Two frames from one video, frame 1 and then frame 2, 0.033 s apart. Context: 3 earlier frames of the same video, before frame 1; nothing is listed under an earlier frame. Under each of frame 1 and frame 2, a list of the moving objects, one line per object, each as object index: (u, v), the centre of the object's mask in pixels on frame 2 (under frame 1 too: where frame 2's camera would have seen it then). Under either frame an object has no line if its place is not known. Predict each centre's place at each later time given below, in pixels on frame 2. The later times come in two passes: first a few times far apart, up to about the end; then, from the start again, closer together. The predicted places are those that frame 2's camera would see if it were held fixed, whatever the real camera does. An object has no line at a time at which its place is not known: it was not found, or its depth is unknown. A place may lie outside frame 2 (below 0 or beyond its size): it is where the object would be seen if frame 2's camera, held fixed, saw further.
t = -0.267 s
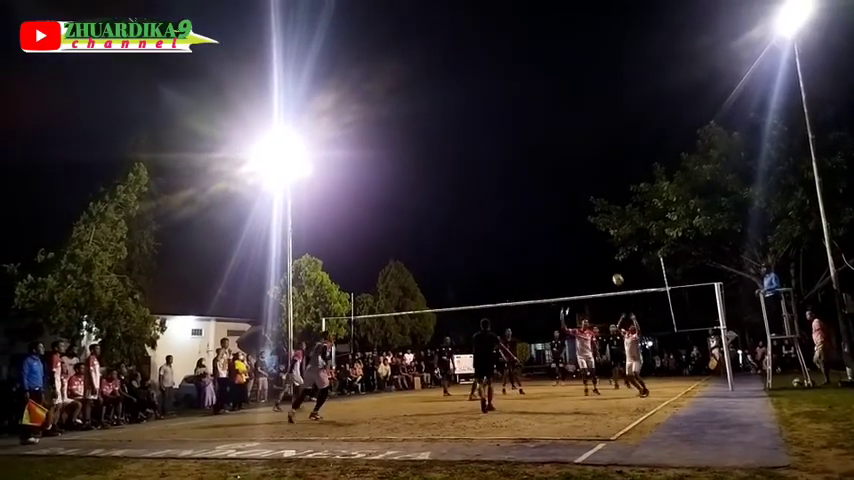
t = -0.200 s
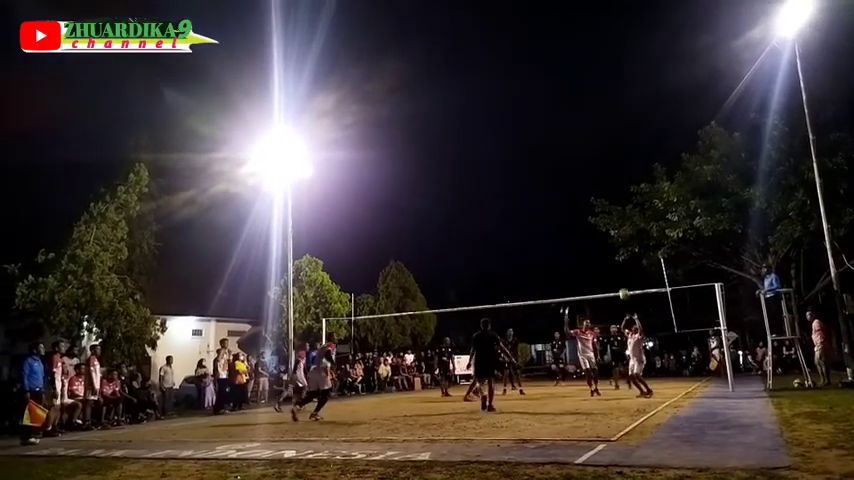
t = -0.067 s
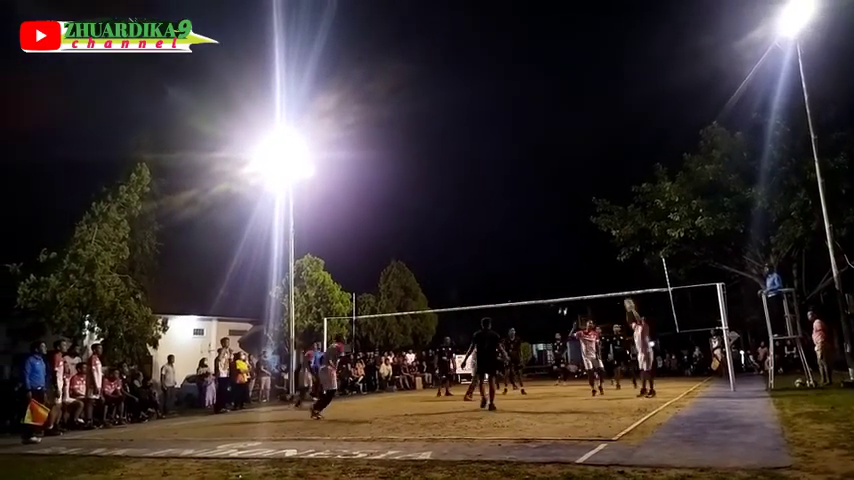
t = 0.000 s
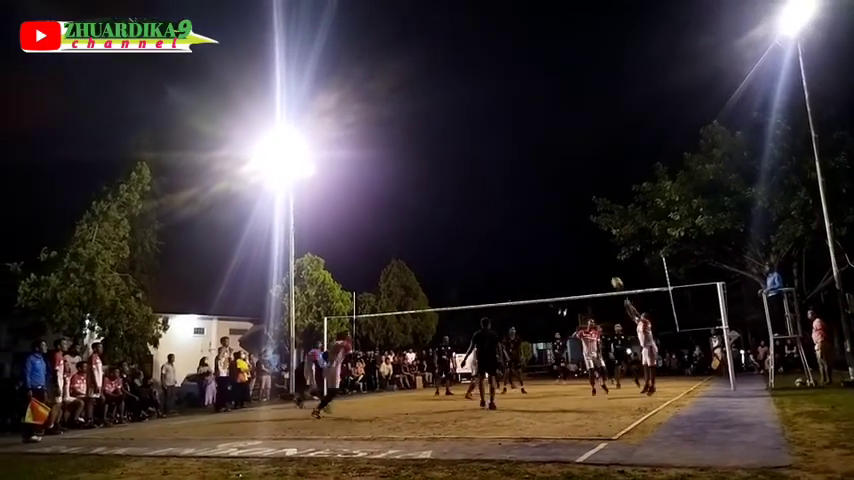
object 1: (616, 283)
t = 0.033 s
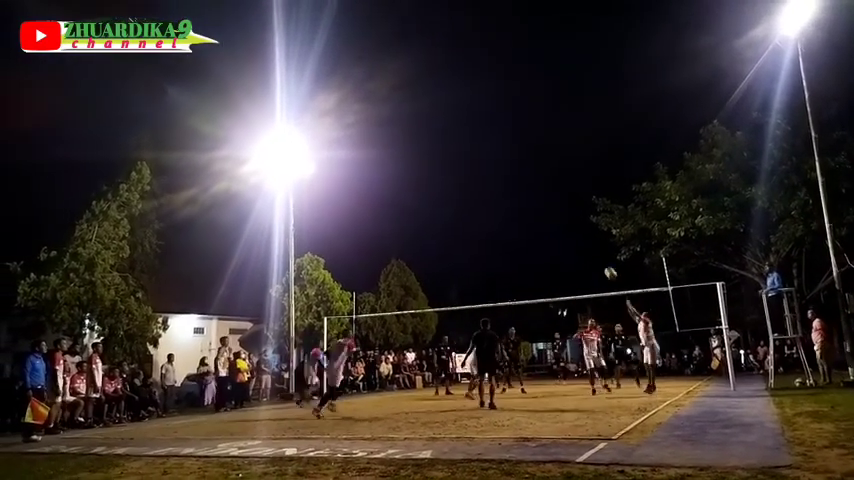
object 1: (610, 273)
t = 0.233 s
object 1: (575, 228)
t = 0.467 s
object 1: (539, 199)
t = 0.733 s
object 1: (503, 194)
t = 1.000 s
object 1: (471, 218)
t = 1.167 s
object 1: (454, 245)
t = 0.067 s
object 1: (604, 264)
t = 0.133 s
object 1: (592, 248)
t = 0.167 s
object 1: (586, 241)
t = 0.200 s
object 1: (581, 234)
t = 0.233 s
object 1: (575, 228)
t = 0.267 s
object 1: (570, 222)
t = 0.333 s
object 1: (559, 213)
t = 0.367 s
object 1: (554, 208)
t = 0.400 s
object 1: (549, 205)
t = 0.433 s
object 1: (544, 201)
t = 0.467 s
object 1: (539, 199)
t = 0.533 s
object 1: (530, 195)
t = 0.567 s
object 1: (525, 194)
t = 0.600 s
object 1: (520, 193)
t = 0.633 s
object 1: (516, 193)
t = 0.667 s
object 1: (511, 193)
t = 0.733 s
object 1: (503, 194)
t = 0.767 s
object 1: (498, 196)
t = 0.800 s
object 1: (494, 198)
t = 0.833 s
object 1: (490, 200)
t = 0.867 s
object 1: (487, 203)
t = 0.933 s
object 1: (479, 209)
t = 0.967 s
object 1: (475, 214)
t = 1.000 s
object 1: (471, 218)
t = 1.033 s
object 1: (468, 223)
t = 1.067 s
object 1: (464, 227)
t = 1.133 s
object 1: (457, 239)
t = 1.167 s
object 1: (454, 245)
